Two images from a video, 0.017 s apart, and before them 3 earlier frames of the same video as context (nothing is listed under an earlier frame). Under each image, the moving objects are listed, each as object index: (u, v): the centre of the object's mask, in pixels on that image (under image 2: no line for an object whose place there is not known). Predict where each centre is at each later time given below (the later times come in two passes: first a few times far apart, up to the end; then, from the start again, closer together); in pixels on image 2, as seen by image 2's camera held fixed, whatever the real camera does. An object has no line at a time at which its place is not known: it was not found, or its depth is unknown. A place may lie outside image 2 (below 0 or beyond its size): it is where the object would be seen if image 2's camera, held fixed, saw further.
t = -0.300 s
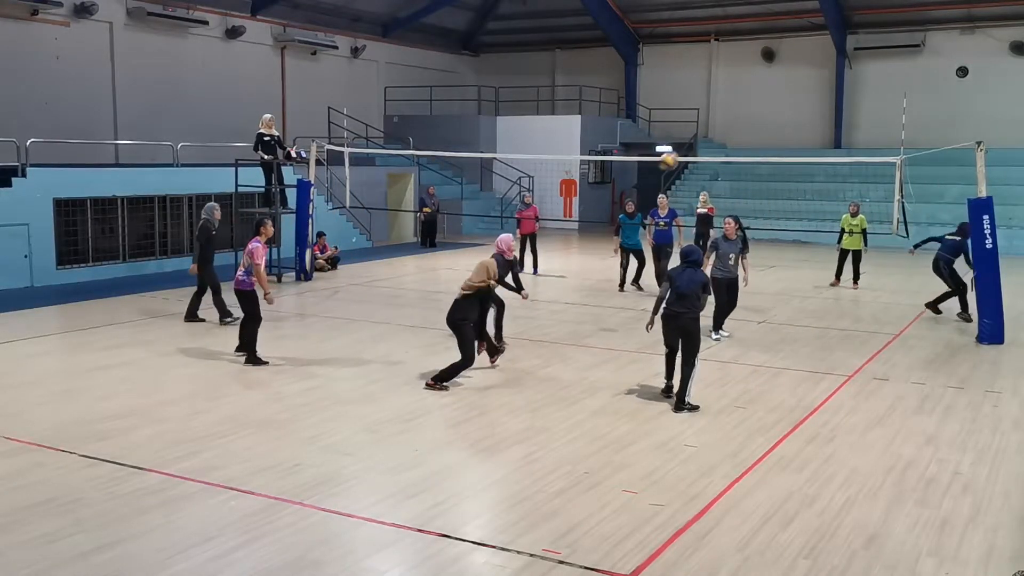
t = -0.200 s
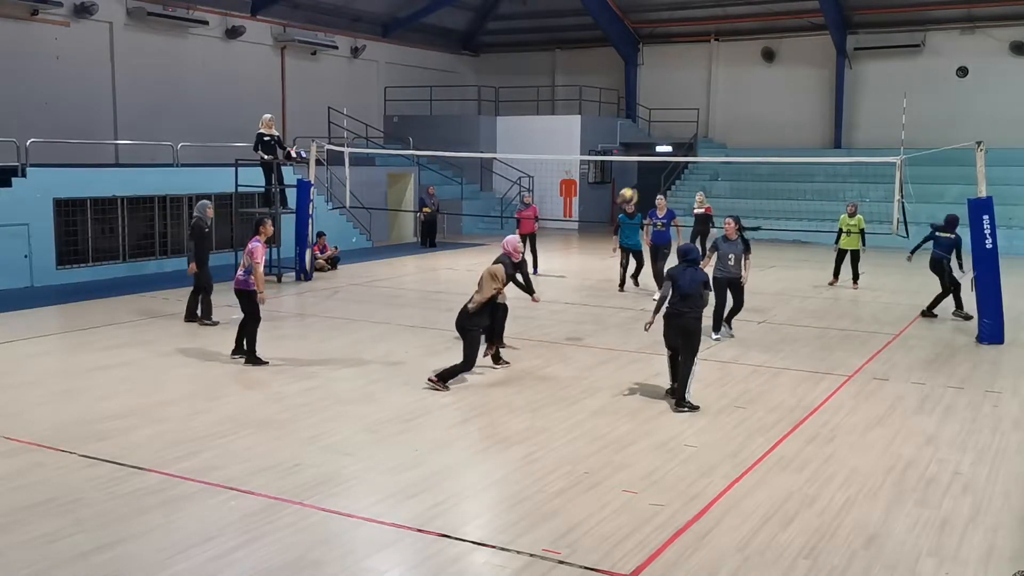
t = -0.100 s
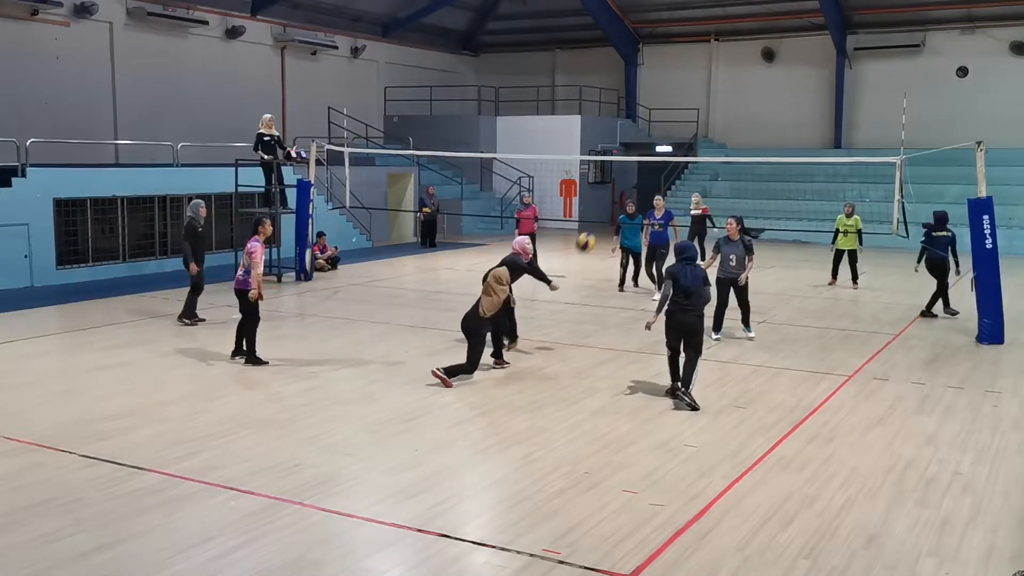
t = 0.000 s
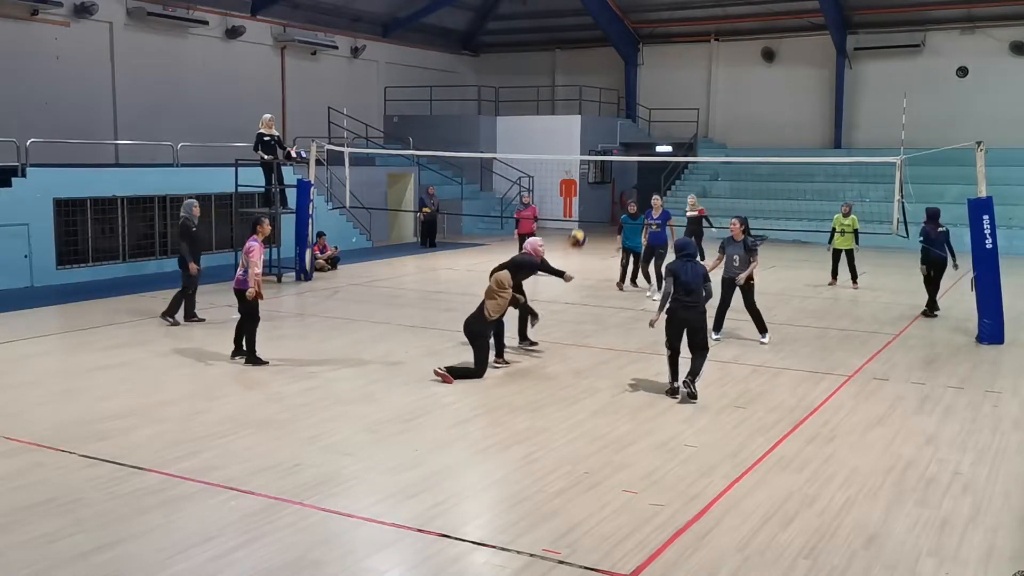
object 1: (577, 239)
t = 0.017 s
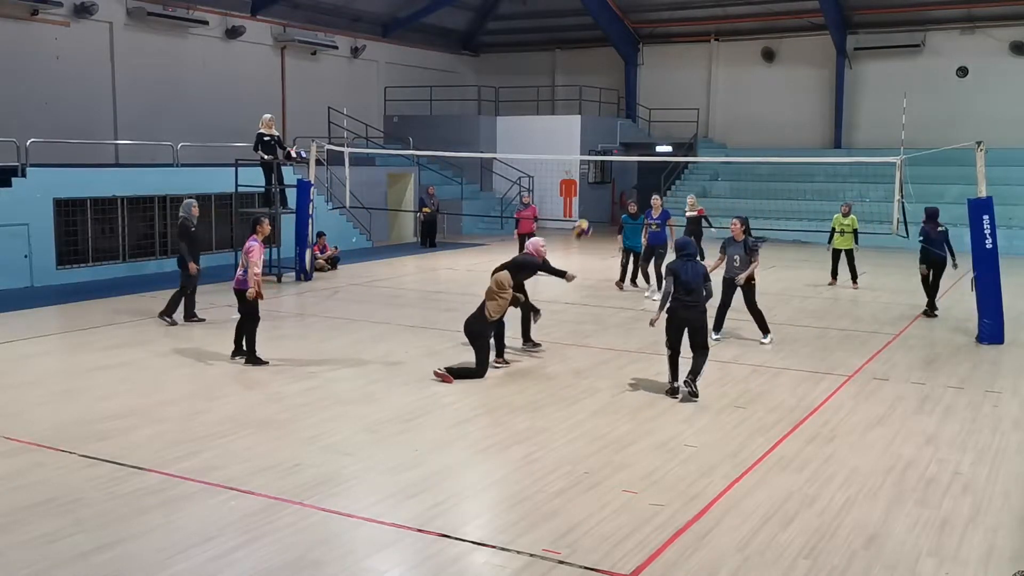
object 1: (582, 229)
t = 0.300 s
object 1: (657, 107)
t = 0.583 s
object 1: (732, 54)
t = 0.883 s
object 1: (807, 79)
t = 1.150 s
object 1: (868, 169)
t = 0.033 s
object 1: (586, 221)
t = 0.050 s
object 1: (590, 212)
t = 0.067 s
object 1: (596, 204)
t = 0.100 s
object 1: (604, 188)
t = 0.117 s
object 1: (608, 180)
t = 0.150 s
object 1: (617, 165)
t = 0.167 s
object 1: (622, 157)
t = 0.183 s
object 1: (627, 149)
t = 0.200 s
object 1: (631, 143)
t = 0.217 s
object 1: (636, 137)
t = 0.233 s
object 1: (640, 129)
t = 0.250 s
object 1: (644, 123)
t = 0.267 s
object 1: (648, 118)
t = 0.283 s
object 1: (652, 112)
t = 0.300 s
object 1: (657, 107)
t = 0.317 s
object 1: (662, 102)
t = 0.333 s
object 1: (666, 97)
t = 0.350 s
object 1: (671, 93)
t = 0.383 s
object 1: (680, 85)
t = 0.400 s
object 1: (684, 81)
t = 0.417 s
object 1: (688, 77)
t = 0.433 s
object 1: (693, 74)
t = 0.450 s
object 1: (697, 71)
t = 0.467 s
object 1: (702, 67)
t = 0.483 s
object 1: (706, 65)
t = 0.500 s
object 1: (710, 62)
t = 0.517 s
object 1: (714, 60)
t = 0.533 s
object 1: (718, 58)
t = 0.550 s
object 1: (722, 57)
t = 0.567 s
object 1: (727, 56)
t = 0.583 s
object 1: (732, 54)
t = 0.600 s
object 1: (736, 54)
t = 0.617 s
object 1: (740, 53)
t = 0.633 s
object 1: (745, 54)
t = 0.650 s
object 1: (749, 54)
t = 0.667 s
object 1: (752, 54)
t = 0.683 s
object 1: (757, 54)
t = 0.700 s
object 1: (761, 55)
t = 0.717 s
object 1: (765, 56)
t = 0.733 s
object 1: (769, 57)
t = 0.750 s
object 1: (773, 58)
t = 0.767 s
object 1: (778, 60)
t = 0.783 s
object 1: (782, 62)
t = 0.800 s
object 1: (786, 64)
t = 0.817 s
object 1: (790, 66)
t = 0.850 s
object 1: (798, 73)
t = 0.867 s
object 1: (803, 76)
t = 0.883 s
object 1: (807, 79)
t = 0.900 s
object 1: (811, 83)
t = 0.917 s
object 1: (815, 88)
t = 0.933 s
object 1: (819, 92)
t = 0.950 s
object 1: (823, 96)
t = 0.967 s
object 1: (826, 101)
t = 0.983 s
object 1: (830, 106)
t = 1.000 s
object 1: (834, 112)
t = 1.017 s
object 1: (838, 117)
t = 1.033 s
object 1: (842, 123)
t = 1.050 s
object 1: (846, 128)
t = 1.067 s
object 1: (850, 134)
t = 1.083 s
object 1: (853, 141)
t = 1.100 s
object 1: (857, 147)
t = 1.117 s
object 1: (861, 154)
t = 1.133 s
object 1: (865, 161)
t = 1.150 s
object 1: (868, 169)
